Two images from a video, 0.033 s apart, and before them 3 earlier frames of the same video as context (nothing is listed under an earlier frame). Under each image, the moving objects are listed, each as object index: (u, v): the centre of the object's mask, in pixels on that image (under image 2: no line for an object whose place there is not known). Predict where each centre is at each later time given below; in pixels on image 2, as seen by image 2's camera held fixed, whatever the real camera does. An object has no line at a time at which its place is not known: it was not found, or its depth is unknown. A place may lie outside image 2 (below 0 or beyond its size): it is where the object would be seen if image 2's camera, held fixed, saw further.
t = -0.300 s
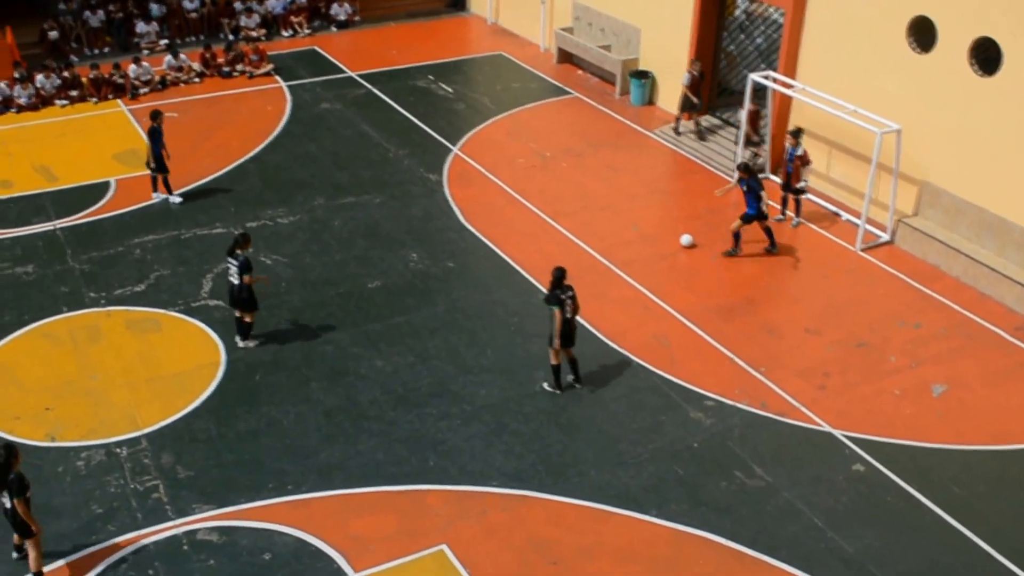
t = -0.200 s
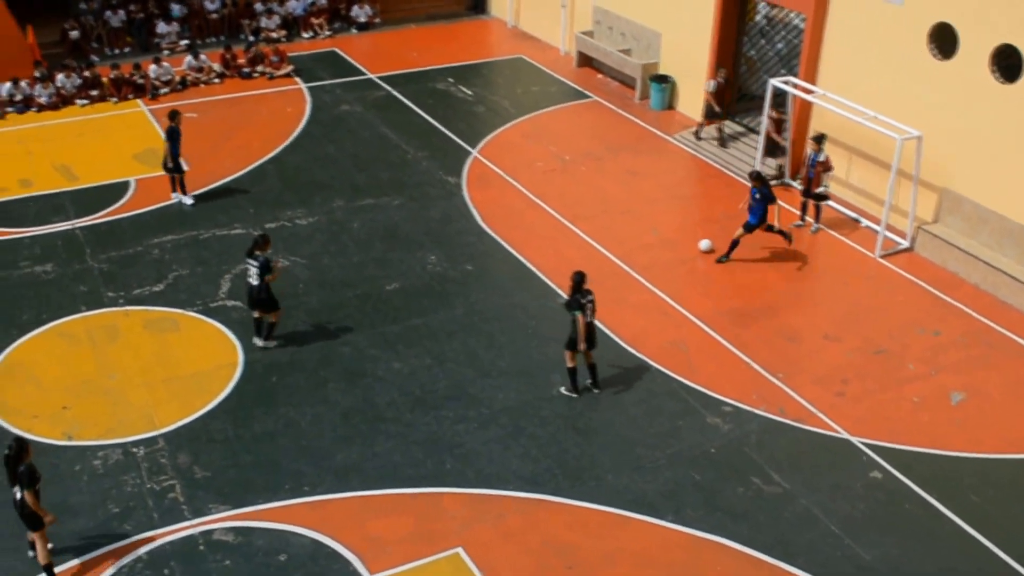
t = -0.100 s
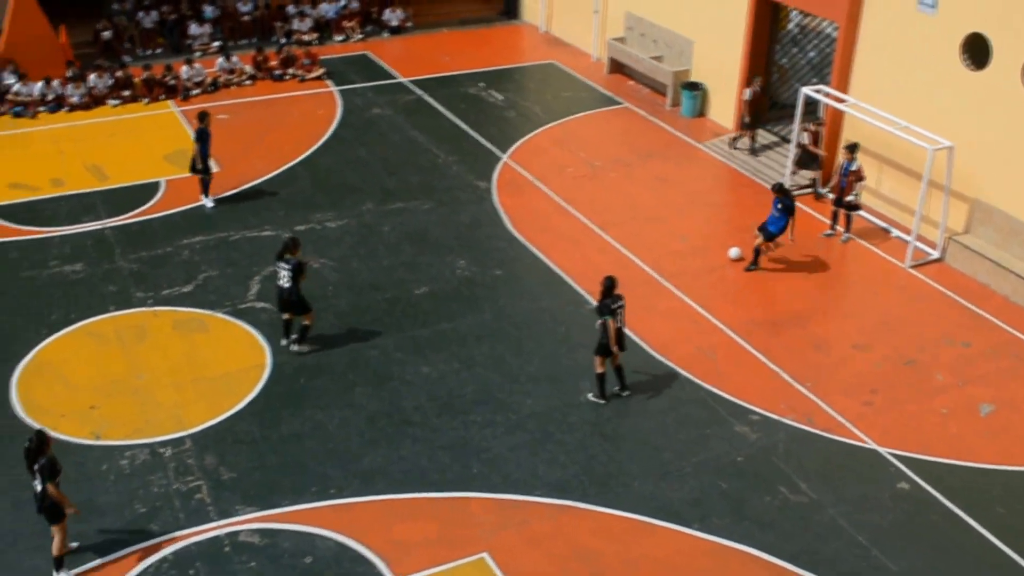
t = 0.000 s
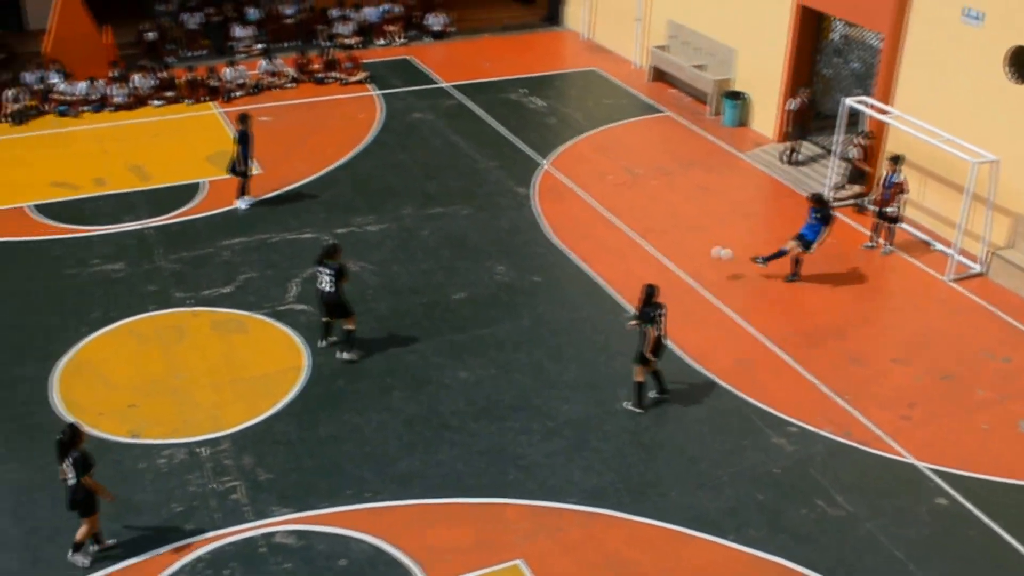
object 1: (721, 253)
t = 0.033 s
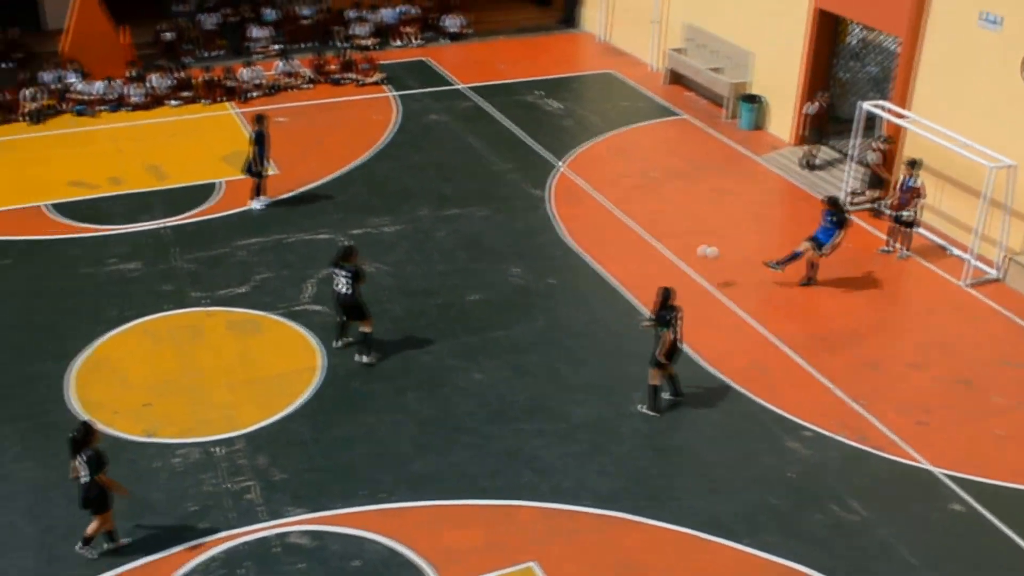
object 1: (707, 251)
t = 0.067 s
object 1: (678, 247)
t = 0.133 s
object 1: (618, 239)
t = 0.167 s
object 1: (586, 236)
